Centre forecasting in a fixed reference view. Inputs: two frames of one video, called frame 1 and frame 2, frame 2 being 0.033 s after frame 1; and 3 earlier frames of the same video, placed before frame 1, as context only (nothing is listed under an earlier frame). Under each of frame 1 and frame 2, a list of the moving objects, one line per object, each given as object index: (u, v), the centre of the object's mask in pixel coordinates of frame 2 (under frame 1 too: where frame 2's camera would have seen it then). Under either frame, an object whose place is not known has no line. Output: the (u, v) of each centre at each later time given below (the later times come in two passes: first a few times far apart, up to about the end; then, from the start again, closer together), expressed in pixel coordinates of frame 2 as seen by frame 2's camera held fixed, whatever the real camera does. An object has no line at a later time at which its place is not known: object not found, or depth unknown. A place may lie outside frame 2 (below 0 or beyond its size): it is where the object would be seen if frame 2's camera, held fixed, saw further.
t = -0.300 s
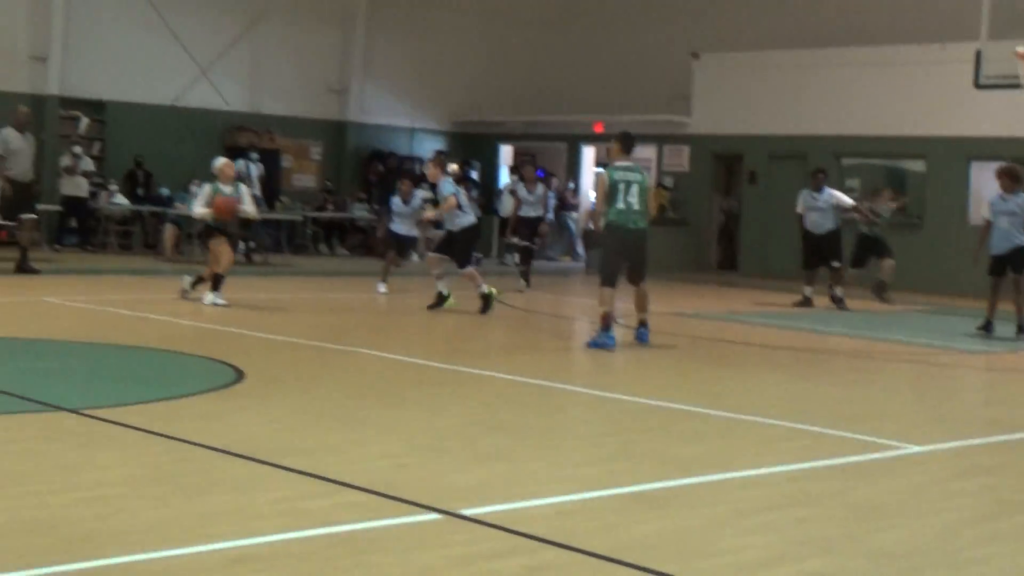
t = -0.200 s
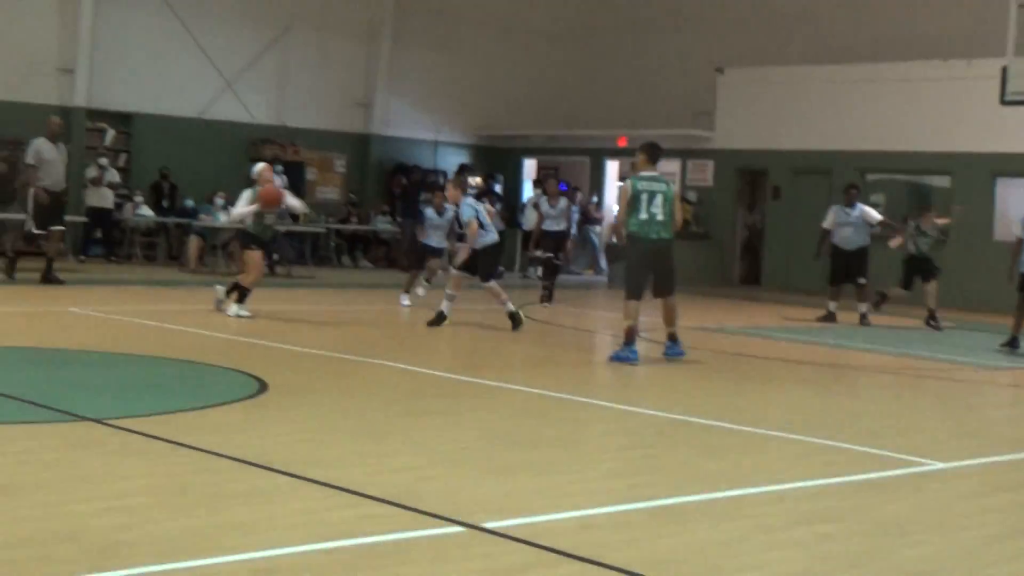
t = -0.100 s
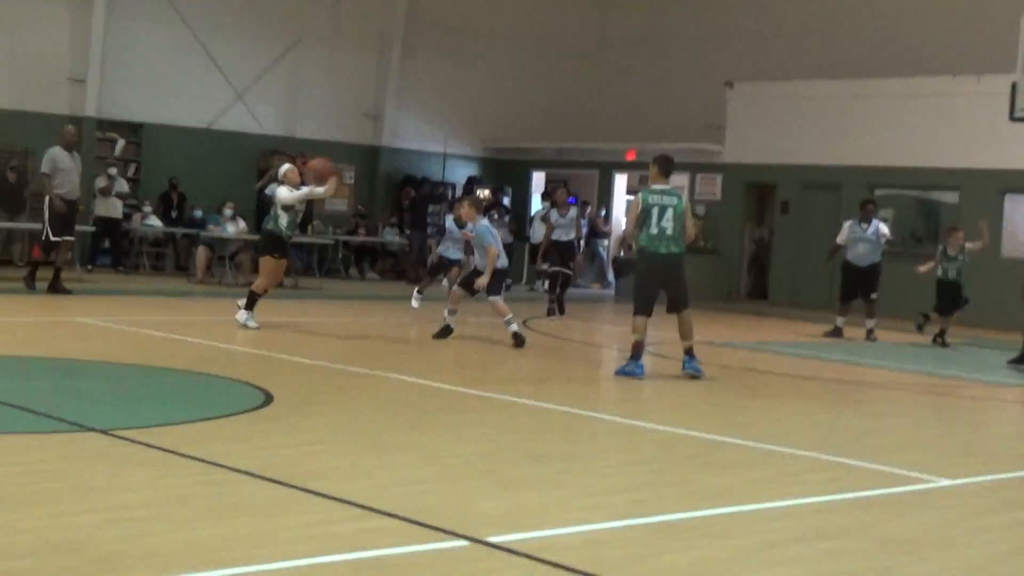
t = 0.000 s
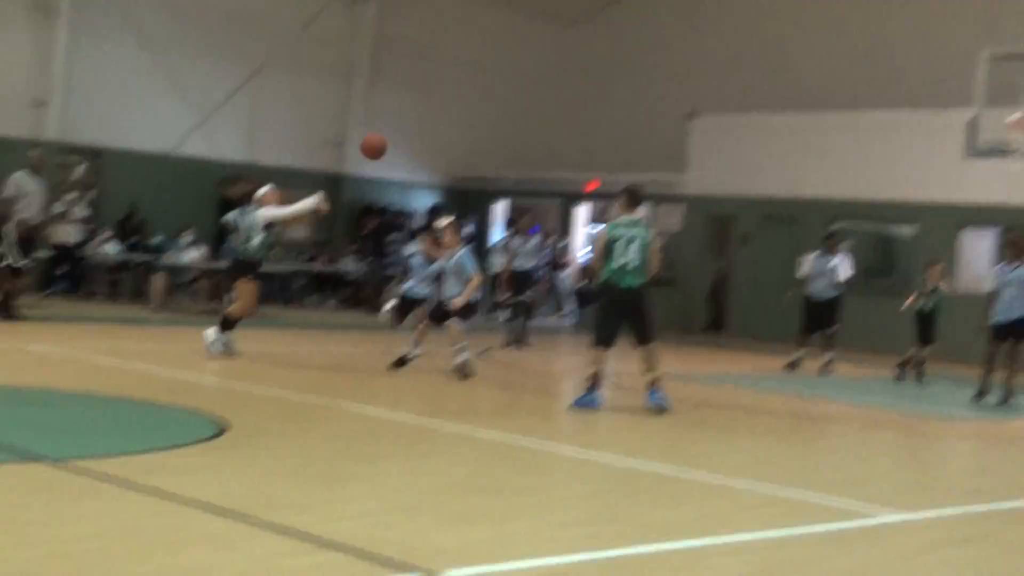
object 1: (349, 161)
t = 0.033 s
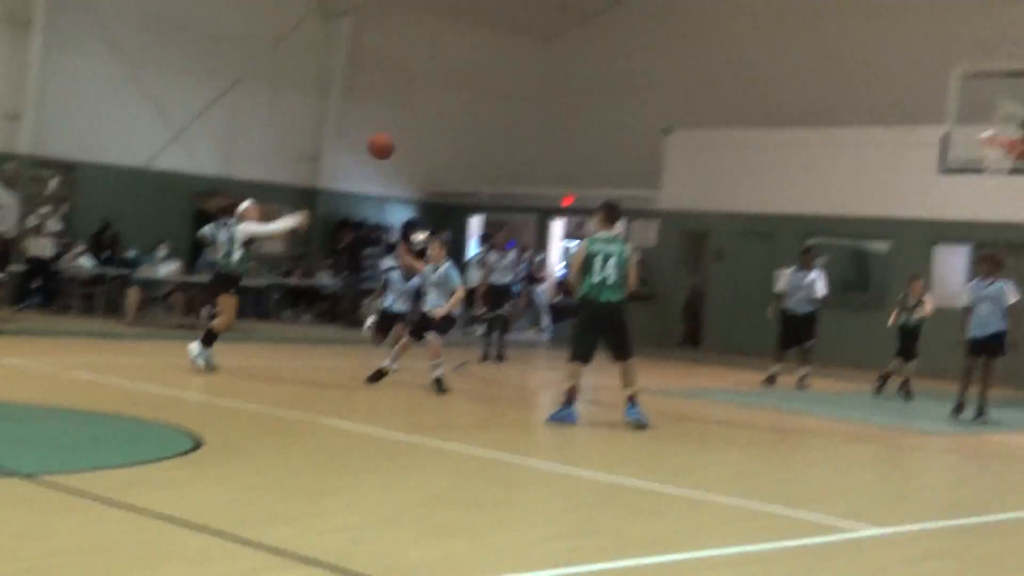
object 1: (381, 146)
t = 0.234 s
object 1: (580, 79)
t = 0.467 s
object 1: (824, 55)
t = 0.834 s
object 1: (1208, 153)
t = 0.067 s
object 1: (413, 133)
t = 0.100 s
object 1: (445, 120)
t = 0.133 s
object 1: (479, 108)
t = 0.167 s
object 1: (512, 97)
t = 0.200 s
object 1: (546, 88)
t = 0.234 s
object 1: (580, 79)
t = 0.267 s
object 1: (613, 72)
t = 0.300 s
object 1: (648, 65)
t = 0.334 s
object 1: (682, 61)
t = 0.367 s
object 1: (719, 57)
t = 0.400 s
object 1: (753, 56)
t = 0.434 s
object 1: (790, 55)
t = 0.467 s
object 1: (824, 55)
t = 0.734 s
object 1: (1104, 107)
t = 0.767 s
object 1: (1135, 120)
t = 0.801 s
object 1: (1172, 136)
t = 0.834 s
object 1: (1208, 153)
